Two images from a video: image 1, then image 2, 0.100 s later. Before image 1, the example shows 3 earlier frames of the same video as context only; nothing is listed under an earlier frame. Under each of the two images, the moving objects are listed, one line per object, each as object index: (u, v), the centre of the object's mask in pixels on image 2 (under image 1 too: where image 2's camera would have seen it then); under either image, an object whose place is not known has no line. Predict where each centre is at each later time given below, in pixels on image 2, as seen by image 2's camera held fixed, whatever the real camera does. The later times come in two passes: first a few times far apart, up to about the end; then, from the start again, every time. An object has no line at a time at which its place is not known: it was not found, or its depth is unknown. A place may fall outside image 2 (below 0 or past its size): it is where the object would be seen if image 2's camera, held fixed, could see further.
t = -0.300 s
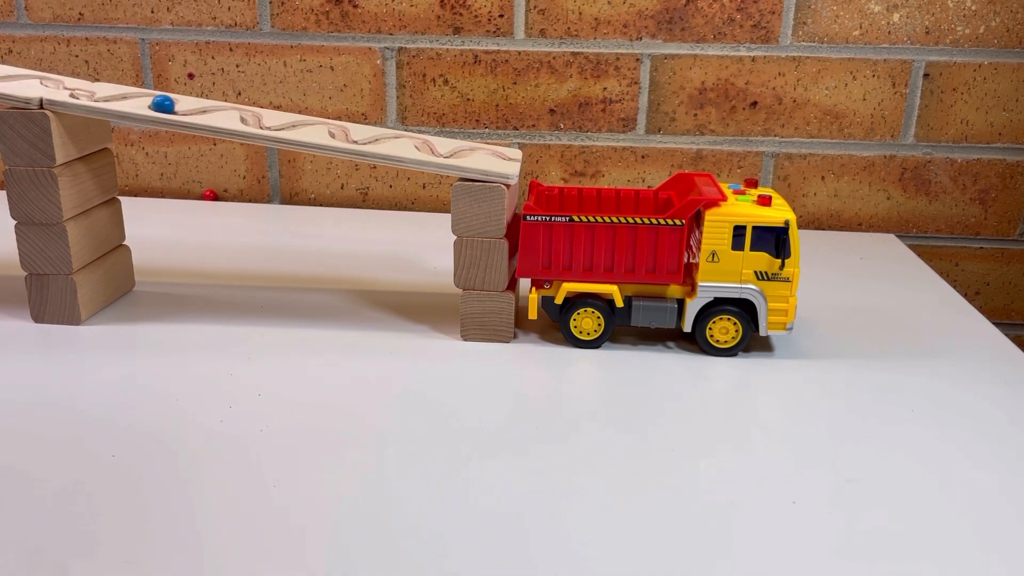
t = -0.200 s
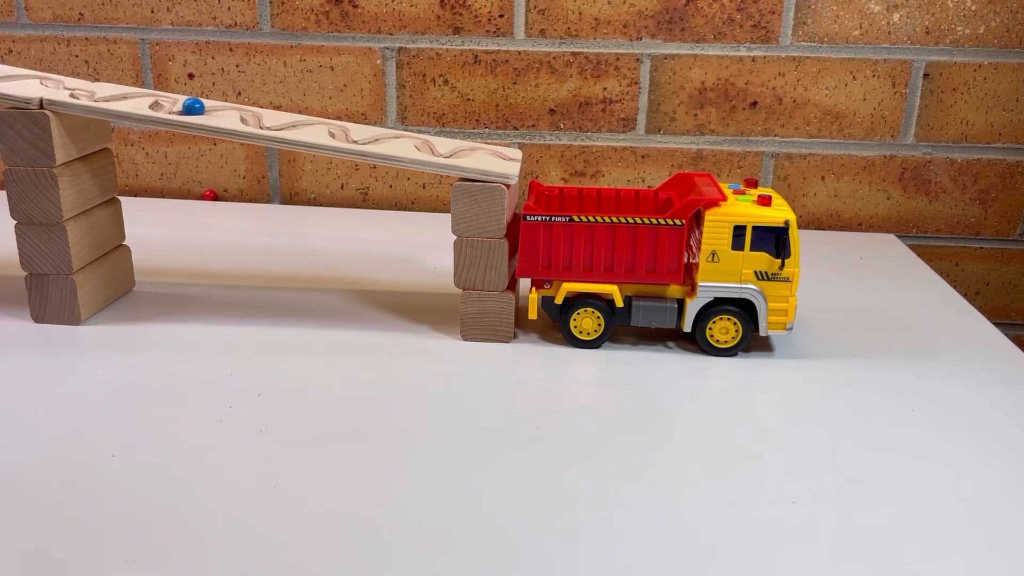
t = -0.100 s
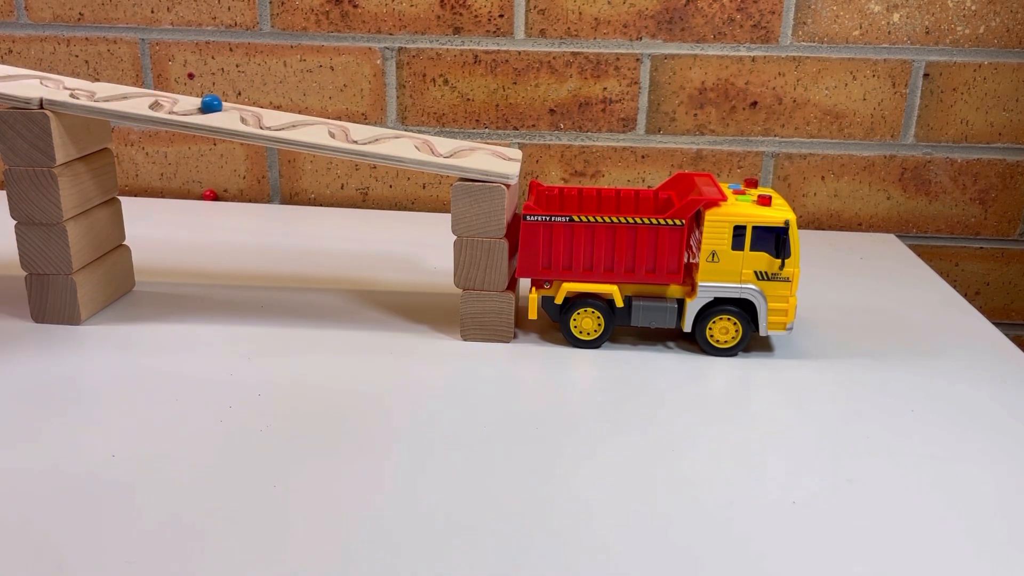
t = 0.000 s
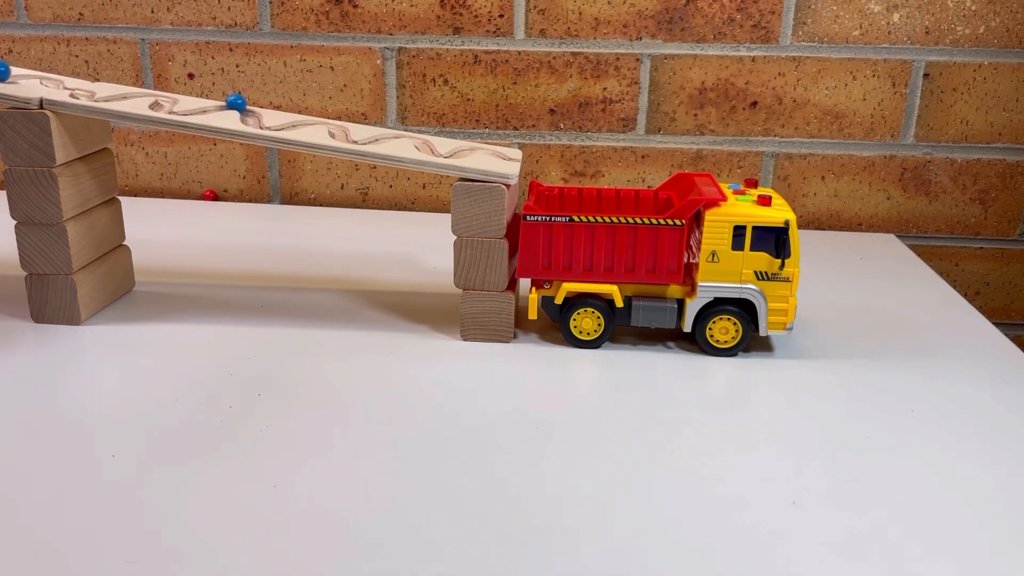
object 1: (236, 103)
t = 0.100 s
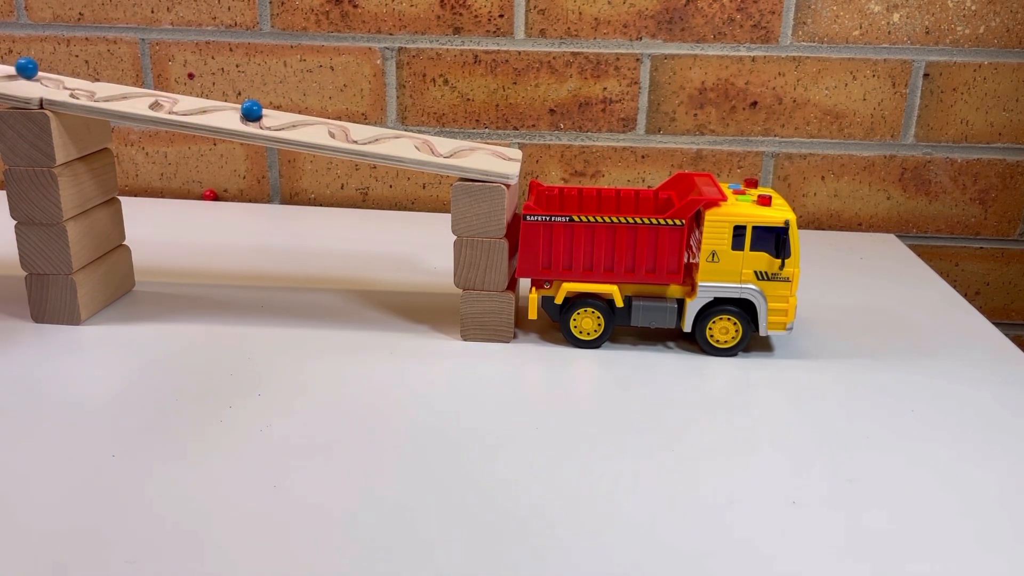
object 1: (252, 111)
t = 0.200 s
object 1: (252, 118)
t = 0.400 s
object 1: (296, 121)
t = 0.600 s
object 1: (338, 124)
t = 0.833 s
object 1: (366, 137)
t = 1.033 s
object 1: (392, 131)
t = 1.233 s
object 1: (424, 141)
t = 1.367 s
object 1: (439, 148)
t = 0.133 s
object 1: (252, 114)
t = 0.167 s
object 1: (252, 116)
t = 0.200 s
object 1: (252, 118)
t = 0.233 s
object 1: (255, 120)
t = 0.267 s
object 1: (262, 121)
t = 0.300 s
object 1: (274, 123)
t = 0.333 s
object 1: (284, 122)
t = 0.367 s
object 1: (289, 122)
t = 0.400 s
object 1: (296, 121)
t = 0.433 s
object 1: (301, 119)
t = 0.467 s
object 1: (307, 117)
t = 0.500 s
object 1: (315, 117)
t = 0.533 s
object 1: (324, 117)
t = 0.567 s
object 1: (334, 121)
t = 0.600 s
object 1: (338, 124)
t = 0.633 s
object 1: (339, 126)
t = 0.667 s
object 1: (340, 129)
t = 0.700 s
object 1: (340, 131)
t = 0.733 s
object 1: (341, 133)
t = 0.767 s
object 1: (347, 135)
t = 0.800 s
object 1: (357, 135)
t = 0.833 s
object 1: (366, 137)
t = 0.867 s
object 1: (372, 136)
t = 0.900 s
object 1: (377, 135)
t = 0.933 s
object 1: (380, 134)
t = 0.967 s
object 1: (385, 133)
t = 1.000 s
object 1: (389, 132)
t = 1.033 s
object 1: (392, 131)
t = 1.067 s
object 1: (399, 130)
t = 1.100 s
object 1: (407, 130)
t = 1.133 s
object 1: (416, 134)
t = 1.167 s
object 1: (421, 136)
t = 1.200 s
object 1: (424, 139)
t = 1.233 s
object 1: (424, 141)
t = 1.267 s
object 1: (426, 144)
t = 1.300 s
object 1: (428, 145)
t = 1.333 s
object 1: (432, 147)
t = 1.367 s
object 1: (439, 148)
